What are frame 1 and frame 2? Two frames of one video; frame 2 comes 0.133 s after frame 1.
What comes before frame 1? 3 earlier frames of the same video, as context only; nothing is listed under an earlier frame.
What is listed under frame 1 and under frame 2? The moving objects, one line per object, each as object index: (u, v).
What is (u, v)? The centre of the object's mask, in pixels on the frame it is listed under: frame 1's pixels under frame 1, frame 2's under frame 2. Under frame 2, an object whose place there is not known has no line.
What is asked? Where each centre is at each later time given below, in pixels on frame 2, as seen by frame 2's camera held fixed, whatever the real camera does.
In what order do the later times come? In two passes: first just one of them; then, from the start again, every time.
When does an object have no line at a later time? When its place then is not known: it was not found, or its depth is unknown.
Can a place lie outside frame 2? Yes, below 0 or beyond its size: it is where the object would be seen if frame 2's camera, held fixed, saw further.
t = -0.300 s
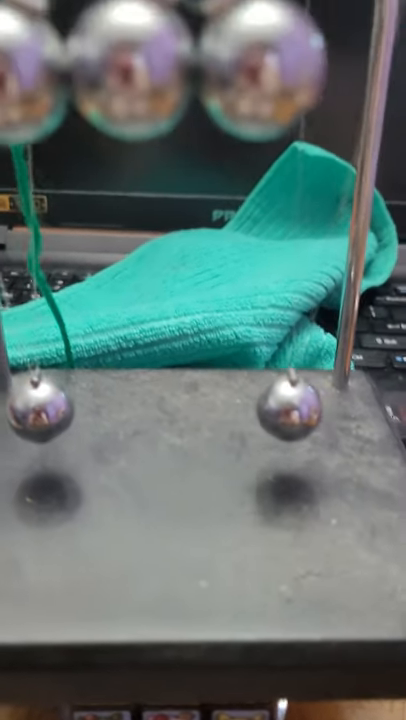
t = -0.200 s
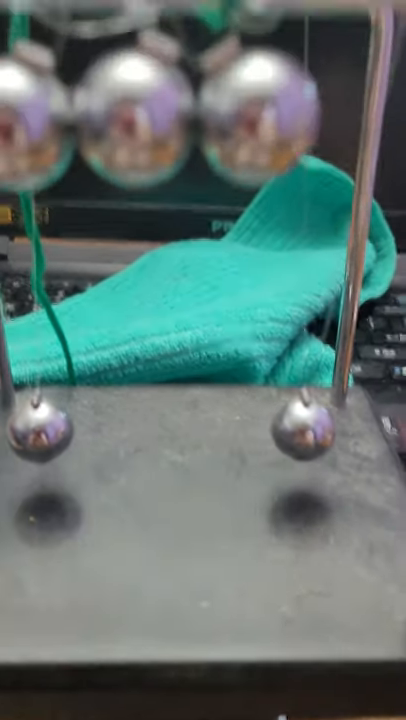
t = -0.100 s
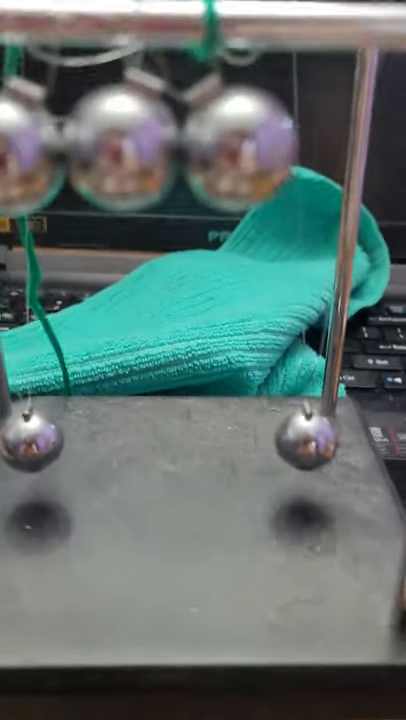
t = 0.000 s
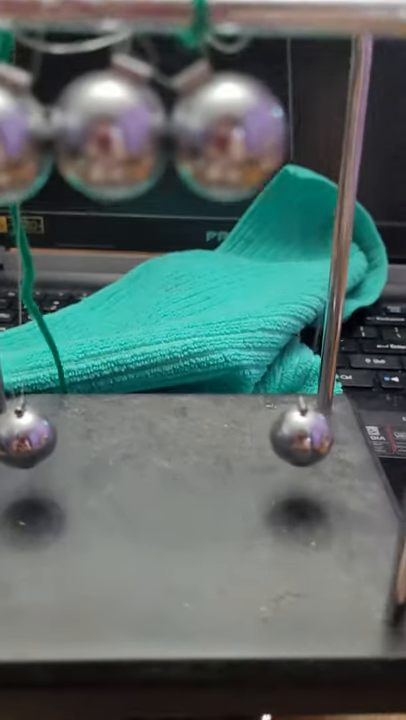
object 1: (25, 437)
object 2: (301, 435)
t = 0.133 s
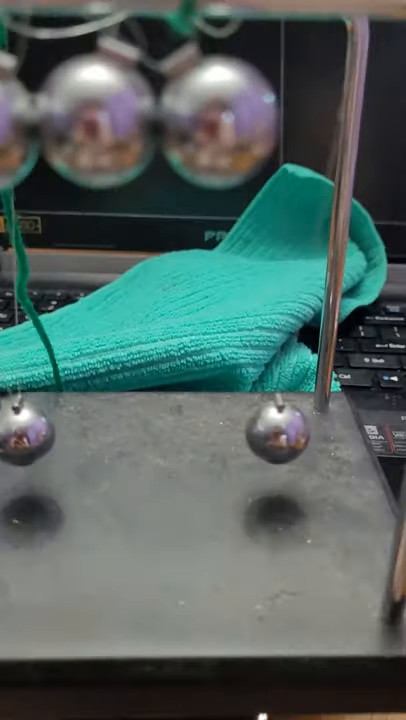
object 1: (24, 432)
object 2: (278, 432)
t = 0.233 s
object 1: (28, 432)
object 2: (264, 431)
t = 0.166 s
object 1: (25, 432)
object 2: (271, 431)
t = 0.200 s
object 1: (27, 432)
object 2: (267, 431)
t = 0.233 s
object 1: (28, 432)
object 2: (264, 431)
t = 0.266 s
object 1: (29, 432)
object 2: (263, 431)
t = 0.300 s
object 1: (28, 432)
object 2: (264, 431)
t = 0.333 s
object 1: (28, 432)
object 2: (266, 431)
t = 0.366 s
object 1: (28, 432)
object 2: (270, 431)
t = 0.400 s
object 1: (27, 432)
